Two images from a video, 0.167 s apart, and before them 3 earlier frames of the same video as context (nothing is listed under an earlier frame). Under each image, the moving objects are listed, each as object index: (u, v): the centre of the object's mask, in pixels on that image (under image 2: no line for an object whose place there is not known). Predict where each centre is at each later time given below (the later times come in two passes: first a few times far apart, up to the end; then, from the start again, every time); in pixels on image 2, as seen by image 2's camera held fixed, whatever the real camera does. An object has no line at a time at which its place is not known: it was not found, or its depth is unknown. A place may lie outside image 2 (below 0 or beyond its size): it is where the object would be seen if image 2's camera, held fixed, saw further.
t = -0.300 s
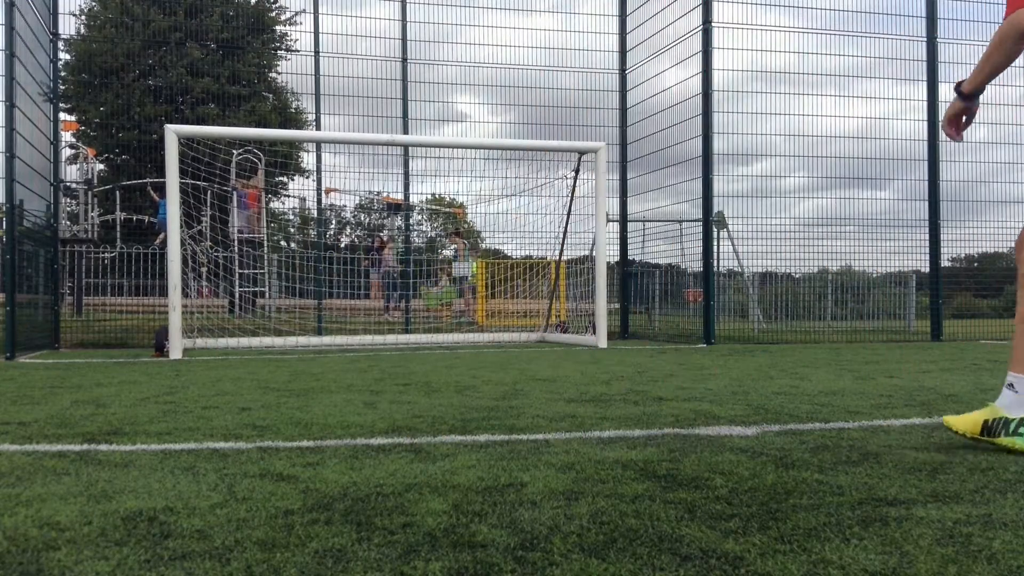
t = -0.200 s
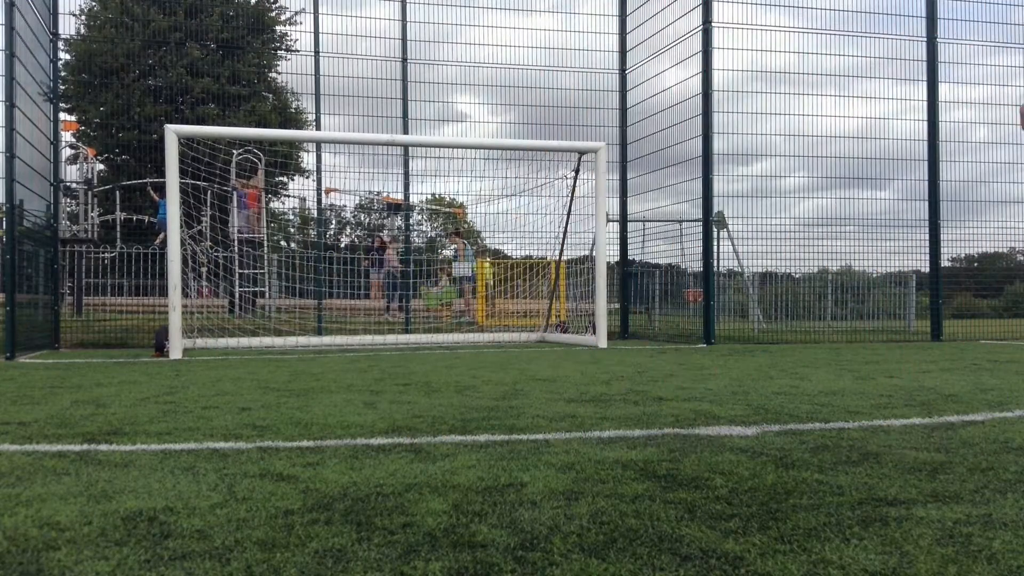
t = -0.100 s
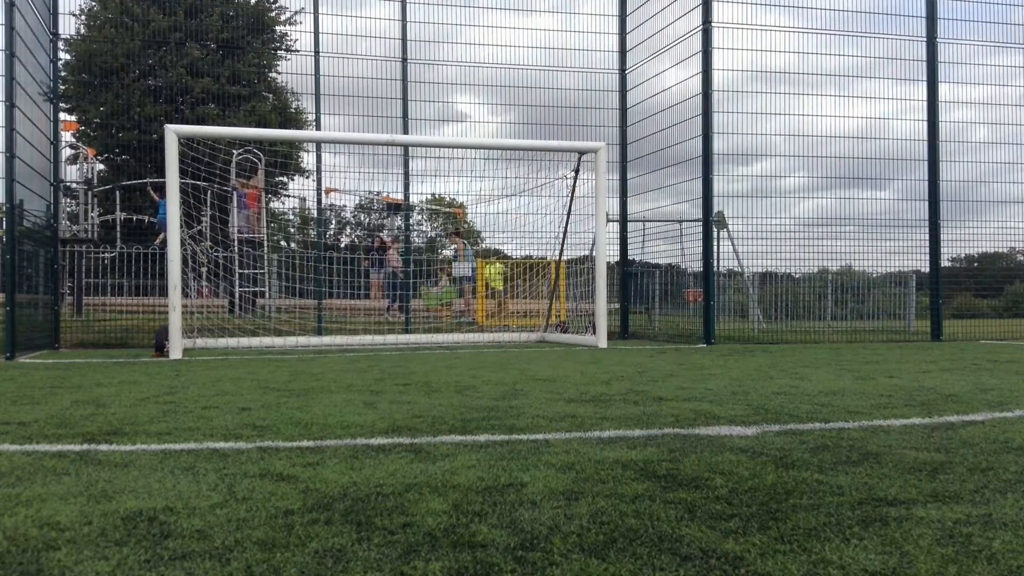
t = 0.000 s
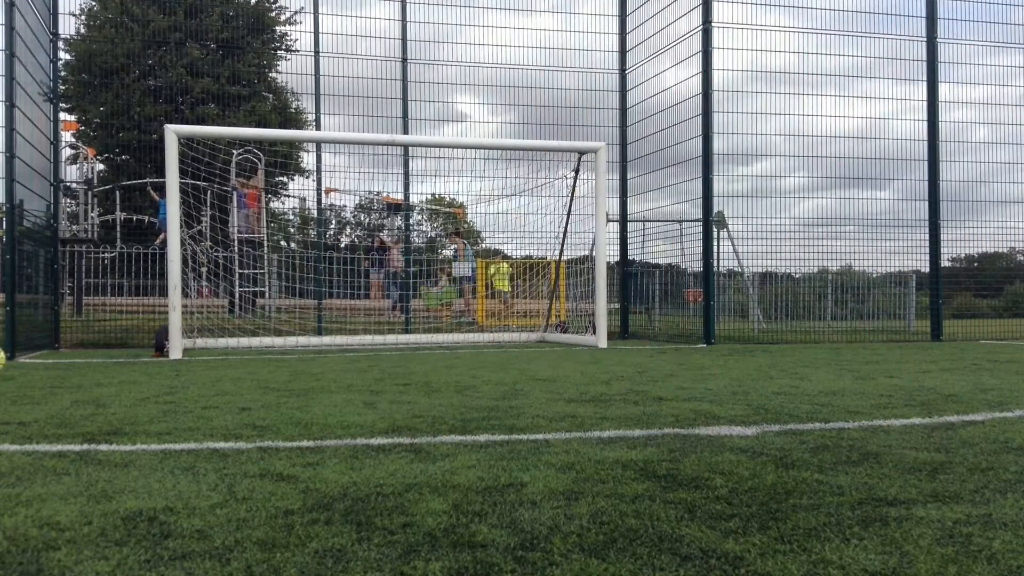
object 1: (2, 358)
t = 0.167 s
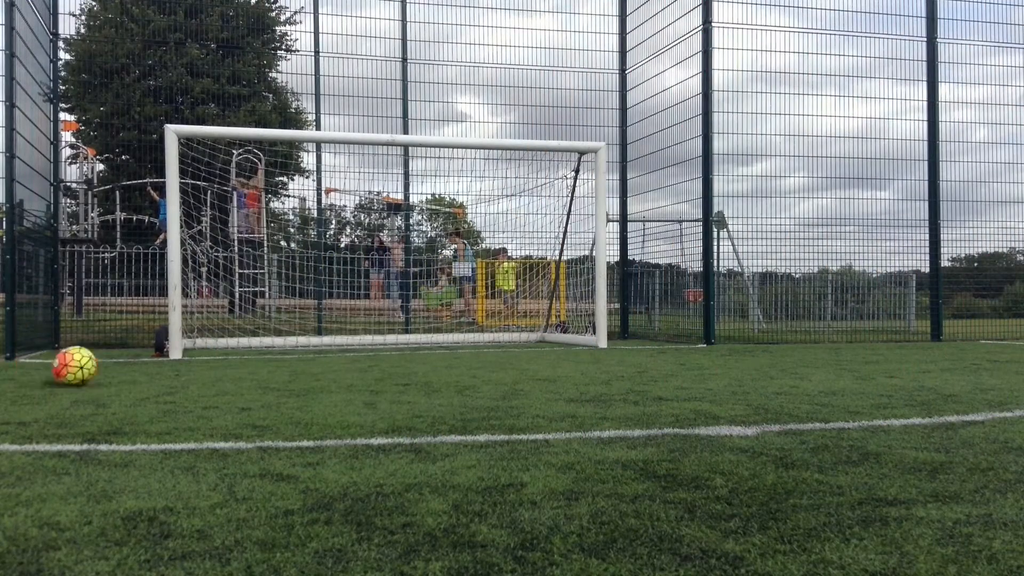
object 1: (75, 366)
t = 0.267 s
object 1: (132, 370)
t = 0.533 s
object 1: (306, 379)
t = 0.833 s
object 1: (565, 394)
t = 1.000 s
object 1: (767, 407)
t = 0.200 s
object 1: (93, 367)
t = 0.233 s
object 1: (113, 370)
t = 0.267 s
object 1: (132, 370)
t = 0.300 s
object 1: (153, 371)
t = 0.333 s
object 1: (173, 373)
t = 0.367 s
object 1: (194, 373)
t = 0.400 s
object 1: (215, 373)
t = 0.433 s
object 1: (237, 375)
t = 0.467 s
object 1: (259, 377)
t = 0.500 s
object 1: (283, 377)
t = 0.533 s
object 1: (306, 379)
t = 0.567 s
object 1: (331, 378)
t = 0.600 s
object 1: (356, 380)
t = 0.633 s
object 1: (382, 383)
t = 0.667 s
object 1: (410, 384)
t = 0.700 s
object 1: (438, 381)
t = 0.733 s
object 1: (467, 381)
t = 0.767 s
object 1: (498, 384)
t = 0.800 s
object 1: (531, 391)
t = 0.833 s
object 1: (565, 394)
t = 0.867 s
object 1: (601, 392)
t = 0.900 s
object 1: (638, 391)
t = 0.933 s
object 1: (678, 395)
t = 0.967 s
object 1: (721, 404)
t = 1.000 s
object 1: (767, 407)
